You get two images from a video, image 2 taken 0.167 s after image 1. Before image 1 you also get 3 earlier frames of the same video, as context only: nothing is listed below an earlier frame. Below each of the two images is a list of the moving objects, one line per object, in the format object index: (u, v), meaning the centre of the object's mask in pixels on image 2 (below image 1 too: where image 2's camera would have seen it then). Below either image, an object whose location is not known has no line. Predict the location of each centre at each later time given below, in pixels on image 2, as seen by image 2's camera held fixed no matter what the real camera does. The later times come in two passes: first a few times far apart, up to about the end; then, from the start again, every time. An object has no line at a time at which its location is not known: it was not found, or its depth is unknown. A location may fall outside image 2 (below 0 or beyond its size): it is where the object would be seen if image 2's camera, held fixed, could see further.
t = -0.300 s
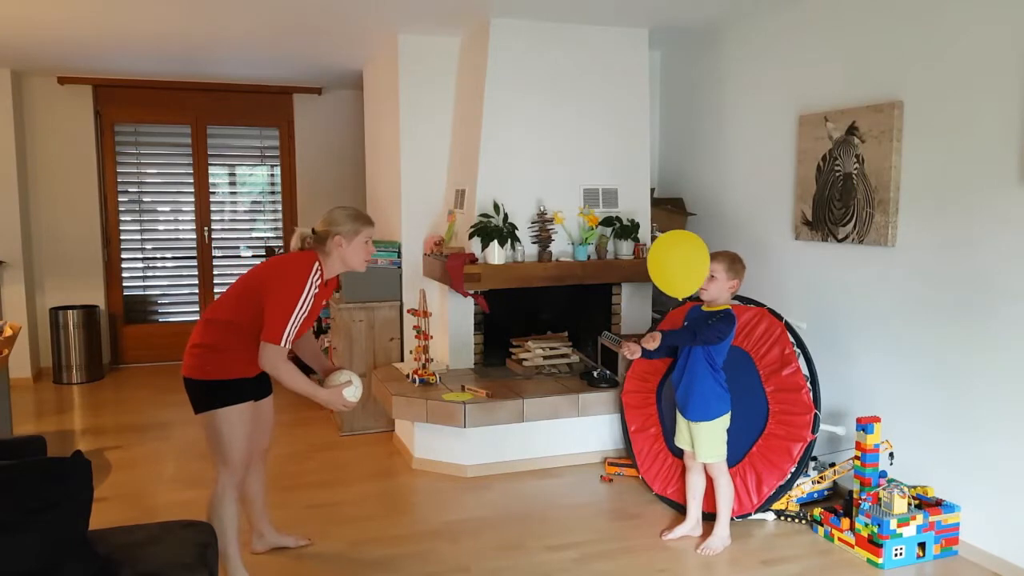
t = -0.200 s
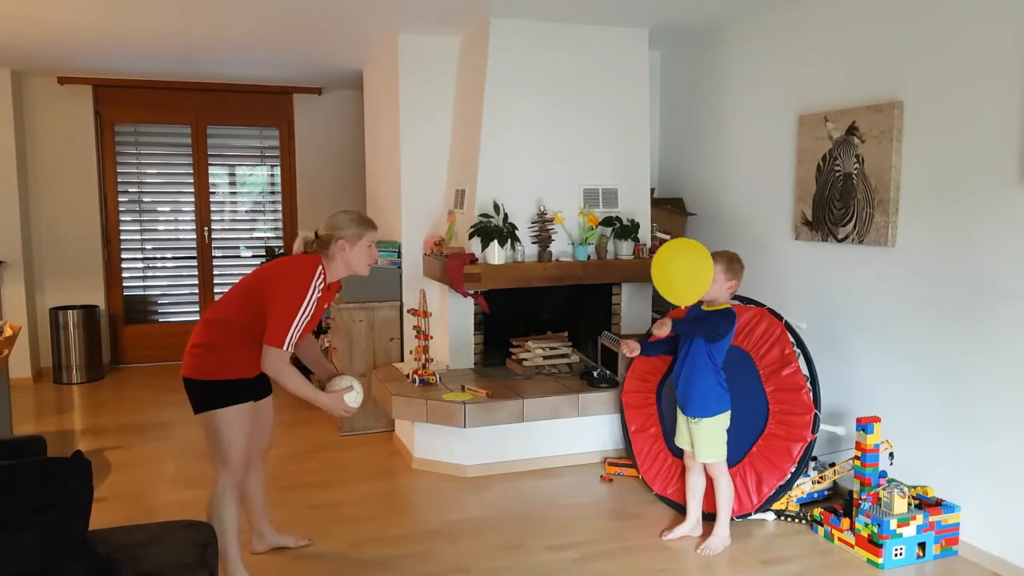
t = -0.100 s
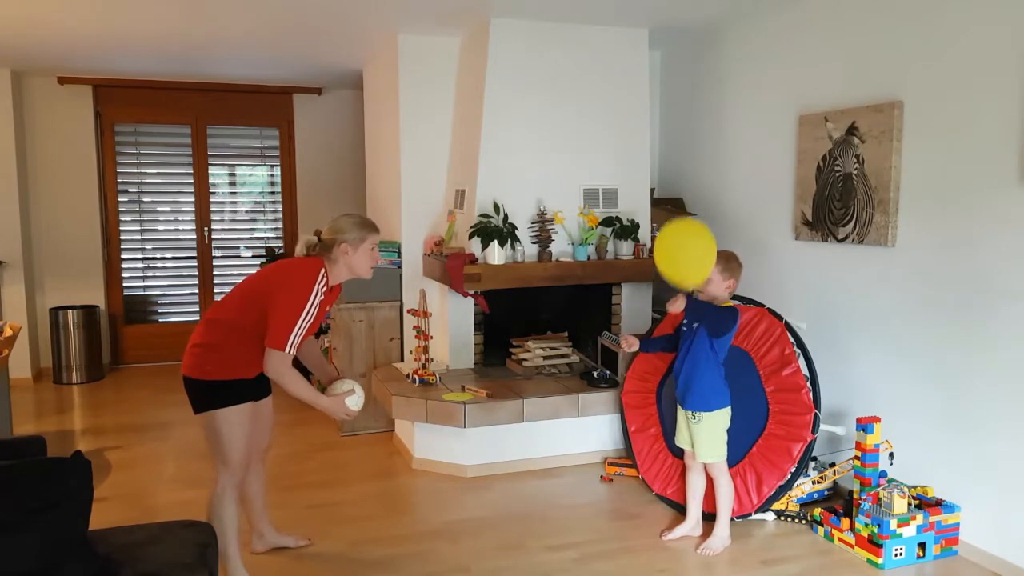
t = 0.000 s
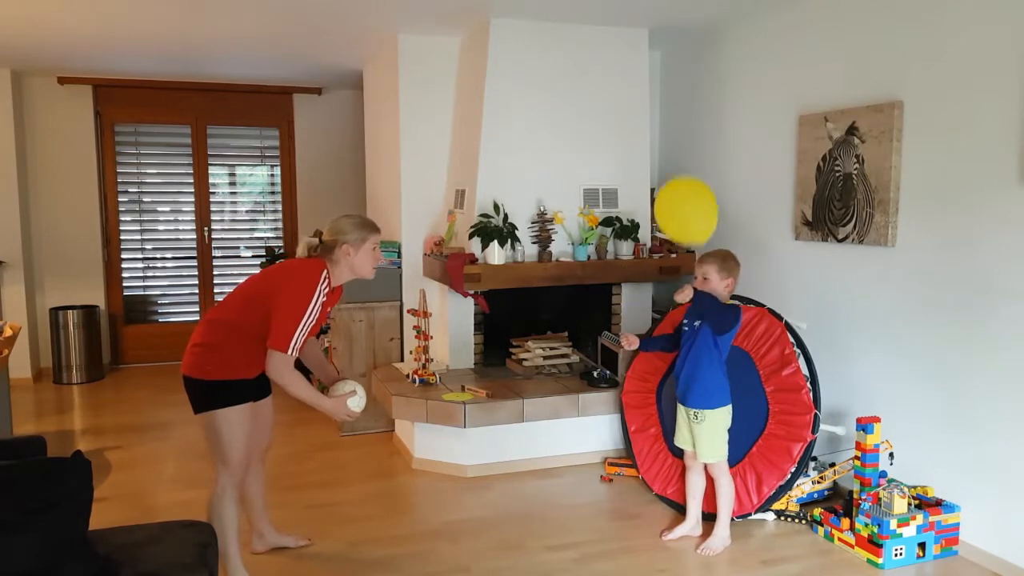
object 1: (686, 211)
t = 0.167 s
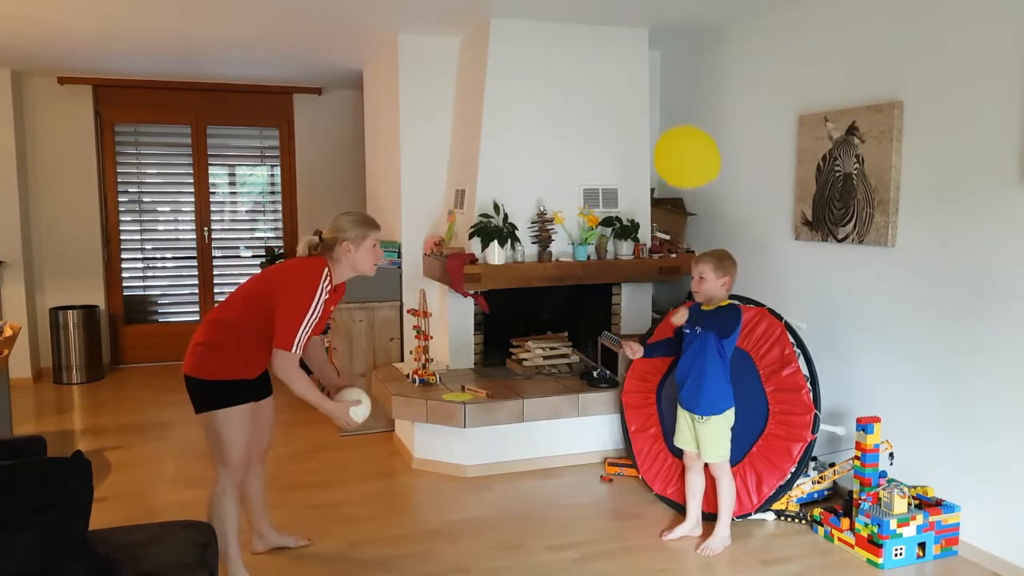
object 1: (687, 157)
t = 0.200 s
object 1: (686, 149)
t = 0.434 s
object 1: (684, 112)
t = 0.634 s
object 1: (683, 103)
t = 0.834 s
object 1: (683, 112)
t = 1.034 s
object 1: (683, 135)
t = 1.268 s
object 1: (682, 180)
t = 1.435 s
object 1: (679, 222)
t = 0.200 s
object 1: (686, 149)
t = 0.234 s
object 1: (686, 142)
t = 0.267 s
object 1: (686, 135)
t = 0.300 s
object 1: (686, 129)
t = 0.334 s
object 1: (685, 124)
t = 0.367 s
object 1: (685, 119)
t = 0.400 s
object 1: (685, 115)
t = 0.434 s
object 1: (684, 112)
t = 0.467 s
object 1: (683, 109)
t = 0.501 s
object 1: (683, 107)
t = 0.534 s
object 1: (683, 105)
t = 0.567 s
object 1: (683, 104)
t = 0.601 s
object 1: (683, 104)
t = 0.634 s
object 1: (683, 103)
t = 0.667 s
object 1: (683, 104)
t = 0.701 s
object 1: (683, 104)
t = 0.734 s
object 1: (683, 106)
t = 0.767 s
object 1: (683, 107)
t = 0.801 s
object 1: (683, 110)
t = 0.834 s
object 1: (683, 112)
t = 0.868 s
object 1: (683, 115)
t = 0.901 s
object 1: (683, 118)
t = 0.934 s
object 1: (683, 122)
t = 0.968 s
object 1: (683, 126)
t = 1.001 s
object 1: (683, 130)
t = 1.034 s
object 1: (683, 135)
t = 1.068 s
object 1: (683, 141)
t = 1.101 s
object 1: (683, 146)
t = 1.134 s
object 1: (683, 152)
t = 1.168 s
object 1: (683, 158)
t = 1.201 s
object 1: (683, 166)
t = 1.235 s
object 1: (682, 172)
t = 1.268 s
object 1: (682, 180)
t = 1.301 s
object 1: (681, 188)
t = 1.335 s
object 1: (681, 196)
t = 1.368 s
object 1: (681, 204)
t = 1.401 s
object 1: (680, 213)
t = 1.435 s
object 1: (679, 222)
